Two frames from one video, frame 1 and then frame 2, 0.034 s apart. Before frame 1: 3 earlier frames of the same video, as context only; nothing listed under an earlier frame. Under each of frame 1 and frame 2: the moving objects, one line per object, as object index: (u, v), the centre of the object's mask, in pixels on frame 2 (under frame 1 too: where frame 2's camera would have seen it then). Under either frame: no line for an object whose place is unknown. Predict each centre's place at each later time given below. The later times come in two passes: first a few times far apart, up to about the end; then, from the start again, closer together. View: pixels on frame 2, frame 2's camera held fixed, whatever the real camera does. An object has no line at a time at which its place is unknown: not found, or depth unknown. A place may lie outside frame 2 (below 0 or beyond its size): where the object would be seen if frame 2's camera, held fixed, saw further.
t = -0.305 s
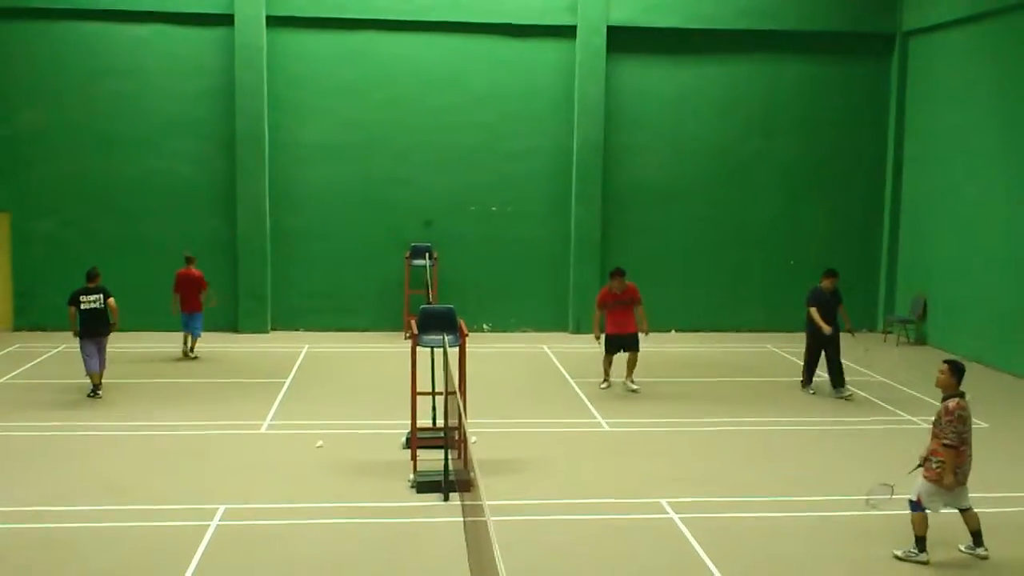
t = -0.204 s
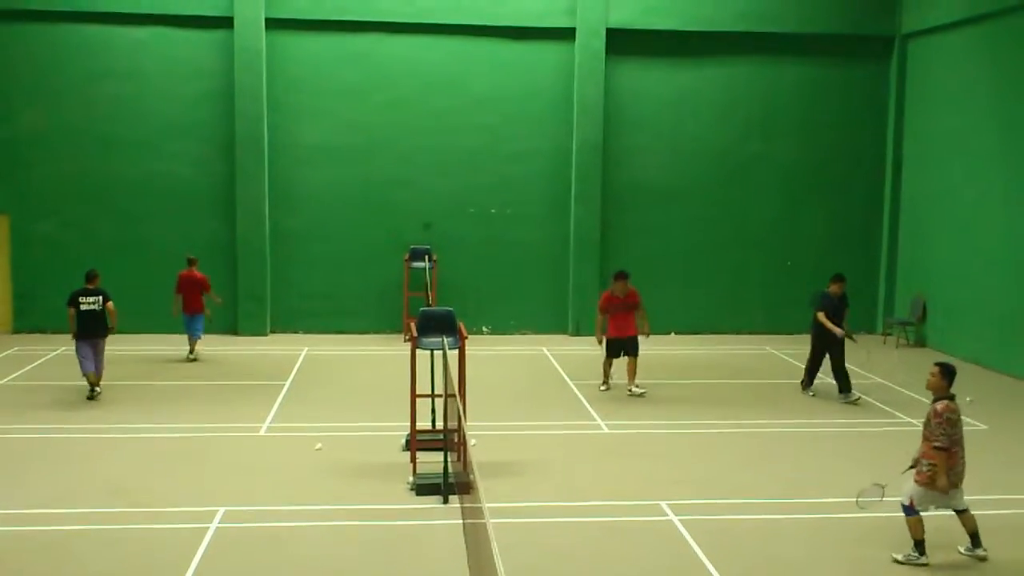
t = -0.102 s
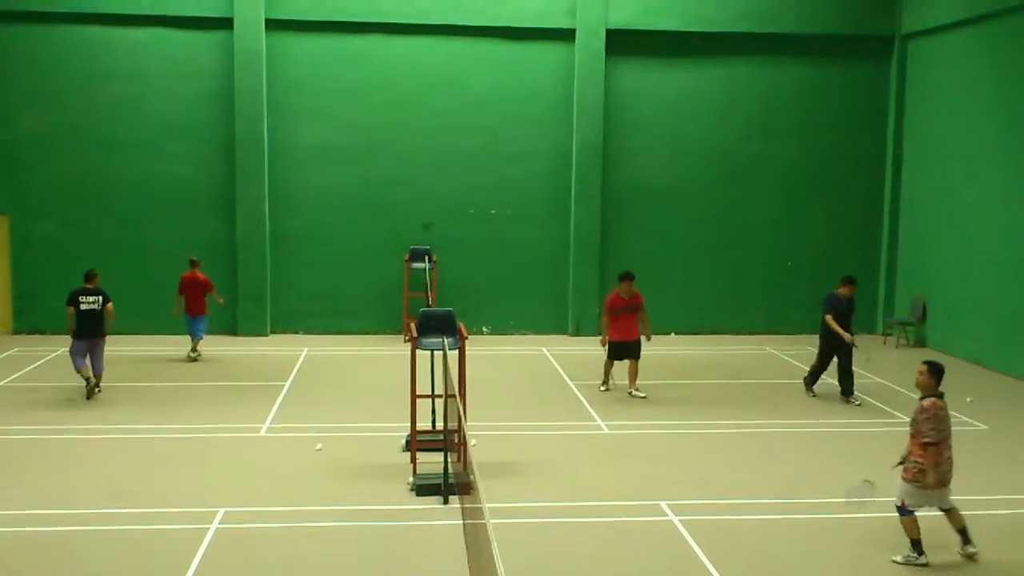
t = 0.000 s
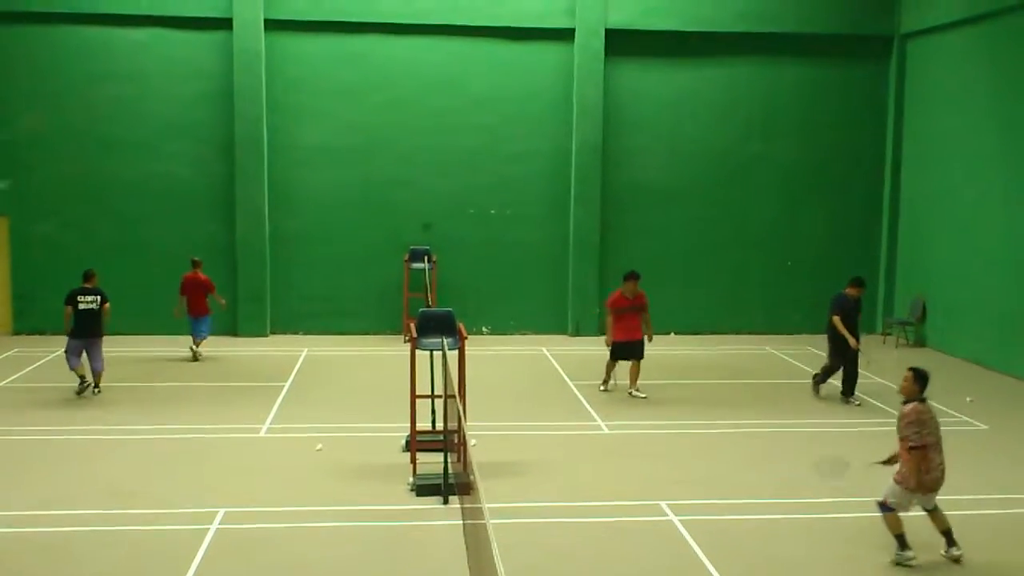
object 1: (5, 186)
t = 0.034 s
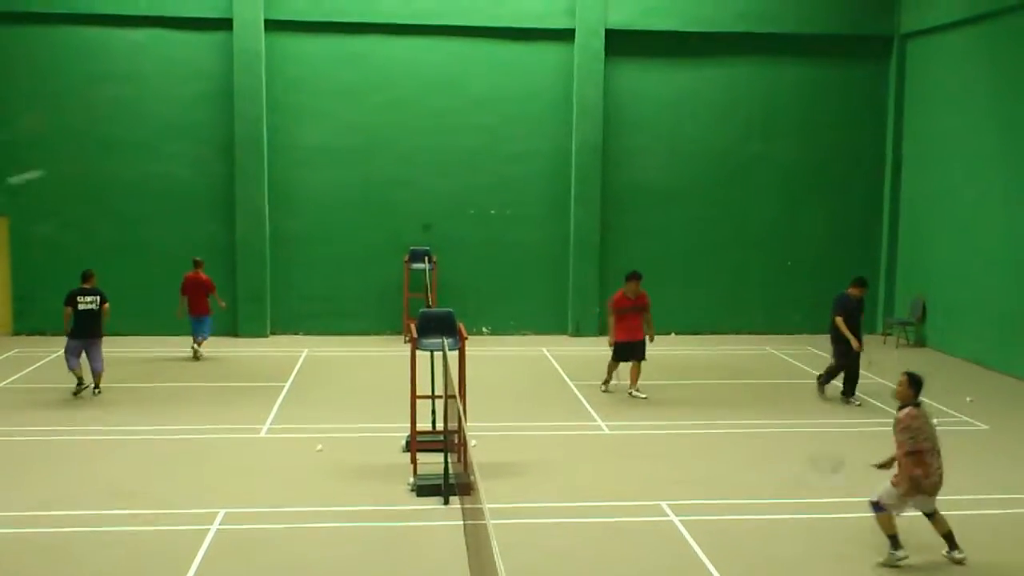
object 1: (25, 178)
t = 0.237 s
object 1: (212, 142)
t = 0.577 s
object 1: (428, 197)
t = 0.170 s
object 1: (156, 147)
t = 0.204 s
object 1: (183, 144)
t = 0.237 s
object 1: (212, 142)
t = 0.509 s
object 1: (390, 176)
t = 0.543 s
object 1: (410, 186)
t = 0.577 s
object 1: (428, 197)
